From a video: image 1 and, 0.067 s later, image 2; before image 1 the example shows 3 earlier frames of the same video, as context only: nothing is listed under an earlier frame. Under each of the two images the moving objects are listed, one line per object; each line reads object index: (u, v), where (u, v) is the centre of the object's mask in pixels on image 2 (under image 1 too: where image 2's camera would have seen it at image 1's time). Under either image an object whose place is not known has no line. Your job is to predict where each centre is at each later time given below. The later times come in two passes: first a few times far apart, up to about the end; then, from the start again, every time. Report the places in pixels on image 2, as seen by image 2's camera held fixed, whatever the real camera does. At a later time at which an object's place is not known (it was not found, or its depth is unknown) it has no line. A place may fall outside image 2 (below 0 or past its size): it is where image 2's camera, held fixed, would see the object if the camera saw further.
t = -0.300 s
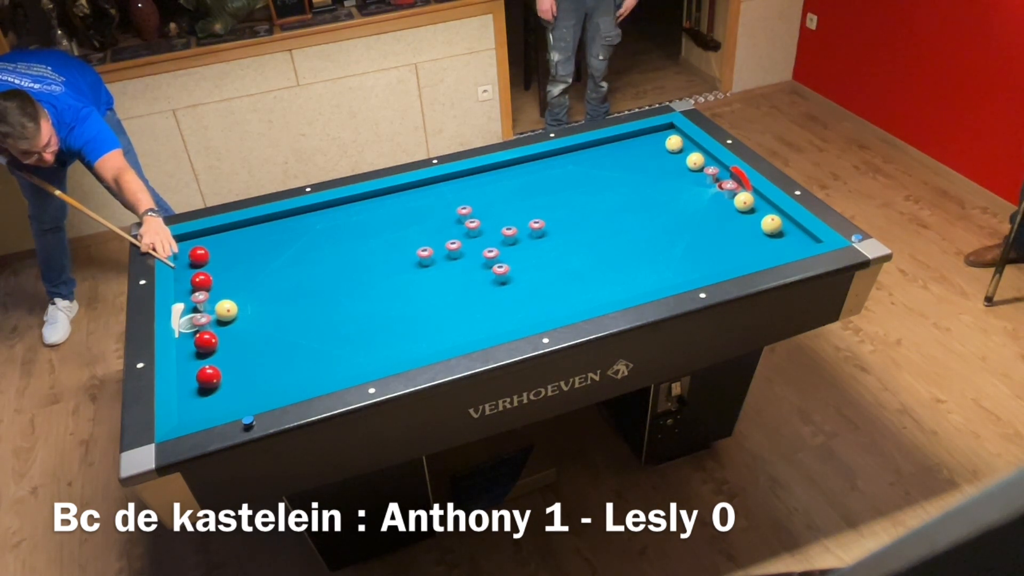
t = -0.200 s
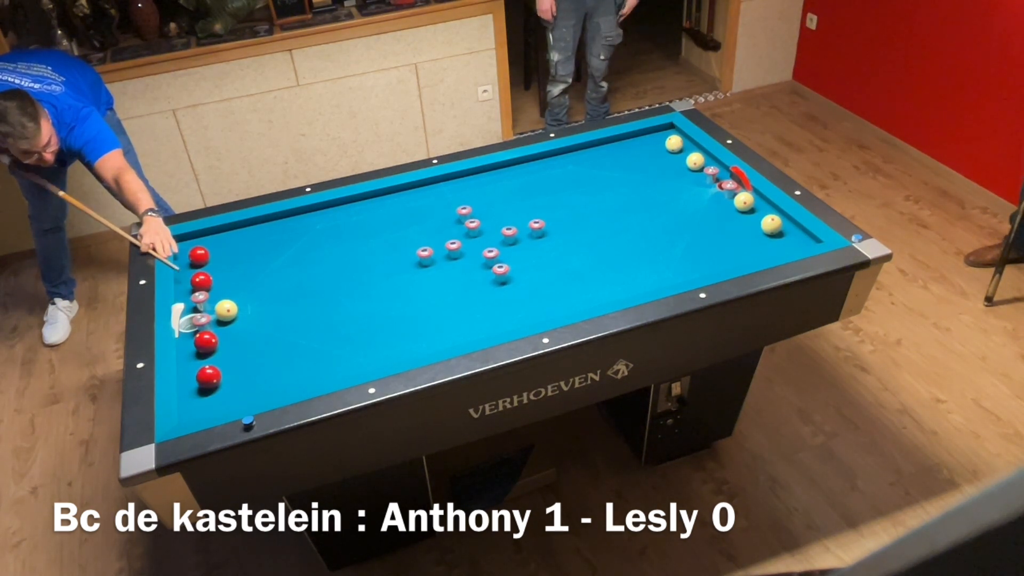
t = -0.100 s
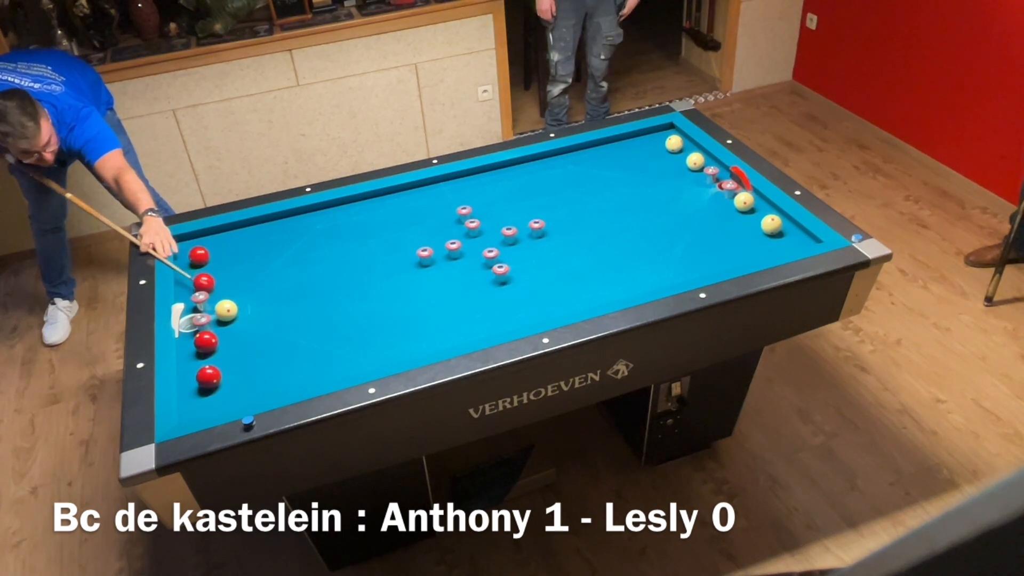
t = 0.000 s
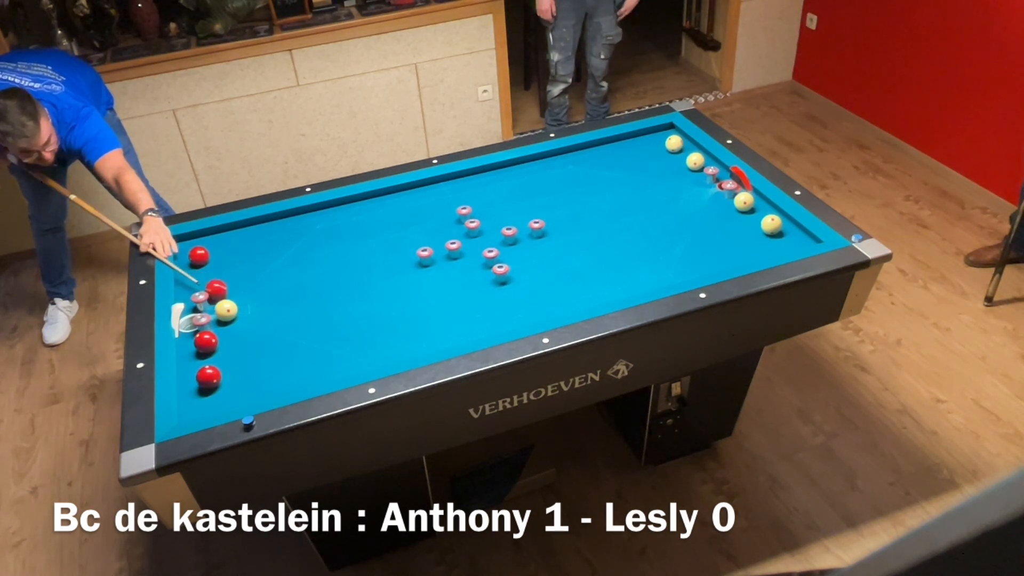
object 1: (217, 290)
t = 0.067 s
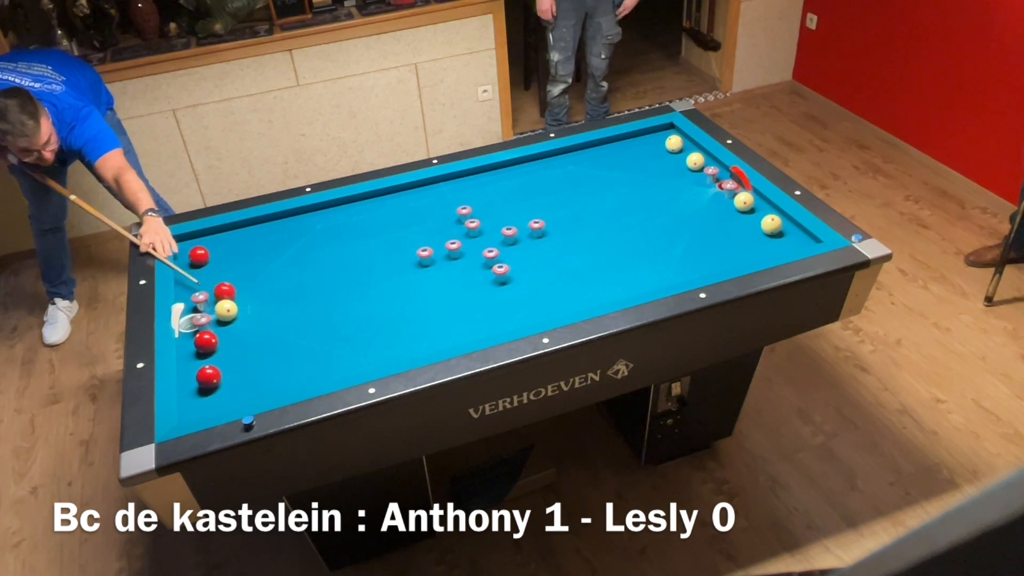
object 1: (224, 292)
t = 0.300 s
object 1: (255, 302)
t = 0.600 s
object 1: (296, 311)
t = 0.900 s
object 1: (337, 320)
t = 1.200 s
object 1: (379, 329)
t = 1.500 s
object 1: (420, 339)
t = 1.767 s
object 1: (449, 337)
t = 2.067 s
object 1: (465, 325)
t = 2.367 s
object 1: (479, 312)
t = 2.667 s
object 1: (492, 300)
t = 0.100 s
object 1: (229, 293)
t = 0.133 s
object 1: (234, 295)
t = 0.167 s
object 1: (238, 297)
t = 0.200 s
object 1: (242, 299)
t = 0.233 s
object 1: (246, 301)
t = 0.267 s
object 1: (251, 301)
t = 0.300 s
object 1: (255, 302)
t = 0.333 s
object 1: (260, 302)
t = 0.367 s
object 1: (264, 304)
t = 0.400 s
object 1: (269, 304)
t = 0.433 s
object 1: (274, 306)
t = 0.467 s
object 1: (278, 307)
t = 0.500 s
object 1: (283, 308)
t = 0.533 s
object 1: (287, 309)
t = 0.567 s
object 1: (292, 310)
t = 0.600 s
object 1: (296, 311)
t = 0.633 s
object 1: (301, 312)
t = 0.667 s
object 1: (305, 313)
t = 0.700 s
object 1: (310, 314)
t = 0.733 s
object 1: (315, 315)
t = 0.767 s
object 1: (319, 316)
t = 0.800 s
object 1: (324, 317)
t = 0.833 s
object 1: (328, 318)
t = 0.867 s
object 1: (333, 319)
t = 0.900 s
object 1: (337, 320)
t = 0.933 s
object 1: (342, 321)
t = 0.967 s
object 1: (347, 322)
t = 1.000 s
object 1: (351, 323)
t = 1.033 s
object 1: (356, 324)
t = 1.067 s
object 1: (360, 325)
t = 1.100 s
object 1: (365, 326)
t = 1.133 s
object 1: (370, 327)
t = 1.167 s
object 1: (374, 328)
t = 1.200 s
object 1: (379, 329)
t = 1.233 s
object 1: (383, 330)
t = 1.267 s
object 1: (388, 331)
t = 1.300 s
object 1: (393, 332)
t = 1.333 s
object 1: (397, 333)
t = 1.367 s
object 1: (402, 334)
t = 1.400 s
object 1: (407, 335)
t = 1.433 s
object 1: (411, 336)
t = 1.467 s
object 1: (416, 338)
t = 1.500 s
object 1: (420, 339)
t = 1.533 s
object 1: (425, 339)
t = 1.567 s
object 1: (429, 340)
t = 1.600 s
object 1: (434, 340)
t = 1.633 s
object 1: (438, 340)
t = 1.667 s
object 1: (443, 340)
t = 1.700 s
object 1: (446, 340)
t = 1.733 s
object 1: (447, 339)
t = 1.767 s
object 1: (449, 337)
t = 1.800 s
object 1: (451, 336)
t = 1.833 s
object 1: (453, 335)
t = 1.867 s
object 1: (455, 334)
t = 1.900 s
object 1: (457, 333)
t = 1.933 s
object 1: (458, 332)
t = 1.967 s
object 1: (460, 330)
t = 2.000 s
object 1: (462, 329)
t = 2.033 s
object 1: (464, 326)
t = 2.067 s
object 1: (465, 325)
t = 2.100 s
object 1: (467, 323)
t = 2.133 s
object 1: (469, 322)
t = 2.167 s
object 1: (470, 320)
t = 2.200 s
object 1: (472, 319)
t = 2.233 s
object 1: (473, 317)
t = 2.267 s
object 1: (475, 316)
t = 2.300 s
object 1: (476, 315)
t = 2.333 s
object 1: (478, 313)
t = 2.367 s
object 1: (479, 312)
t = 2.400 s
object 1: (481, 310)
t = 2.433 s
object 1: (482, 309)
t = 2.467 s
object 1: (484, 308)
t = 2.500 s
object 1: (485, 306)
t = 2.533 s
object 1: (487, 305)
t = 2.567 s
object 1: (488, 304)
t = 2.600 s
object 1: (489, 303)
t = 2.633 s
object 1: (491, 301)
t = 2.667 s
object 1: (492, 300)
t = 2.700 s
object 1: (494, 299)
